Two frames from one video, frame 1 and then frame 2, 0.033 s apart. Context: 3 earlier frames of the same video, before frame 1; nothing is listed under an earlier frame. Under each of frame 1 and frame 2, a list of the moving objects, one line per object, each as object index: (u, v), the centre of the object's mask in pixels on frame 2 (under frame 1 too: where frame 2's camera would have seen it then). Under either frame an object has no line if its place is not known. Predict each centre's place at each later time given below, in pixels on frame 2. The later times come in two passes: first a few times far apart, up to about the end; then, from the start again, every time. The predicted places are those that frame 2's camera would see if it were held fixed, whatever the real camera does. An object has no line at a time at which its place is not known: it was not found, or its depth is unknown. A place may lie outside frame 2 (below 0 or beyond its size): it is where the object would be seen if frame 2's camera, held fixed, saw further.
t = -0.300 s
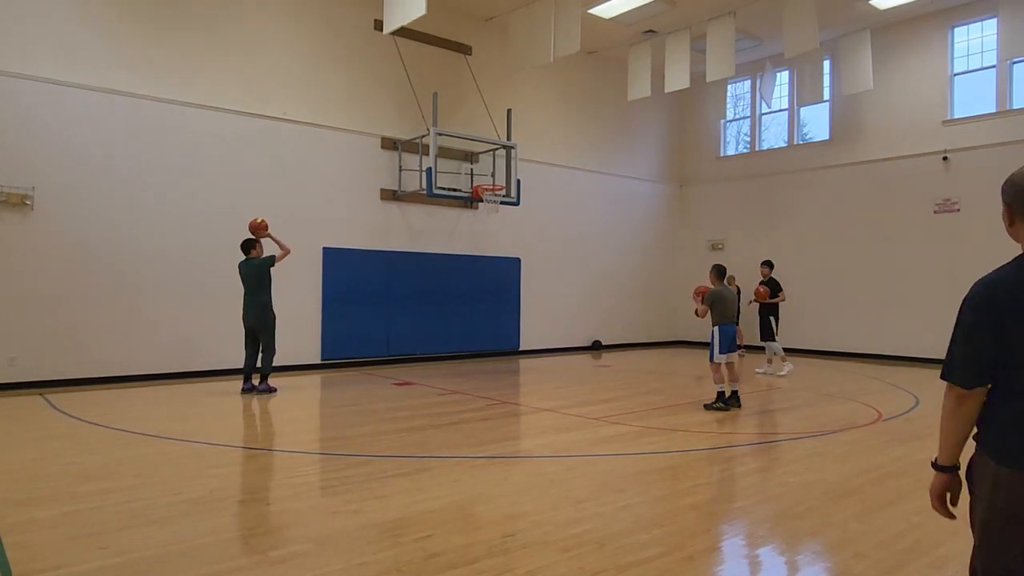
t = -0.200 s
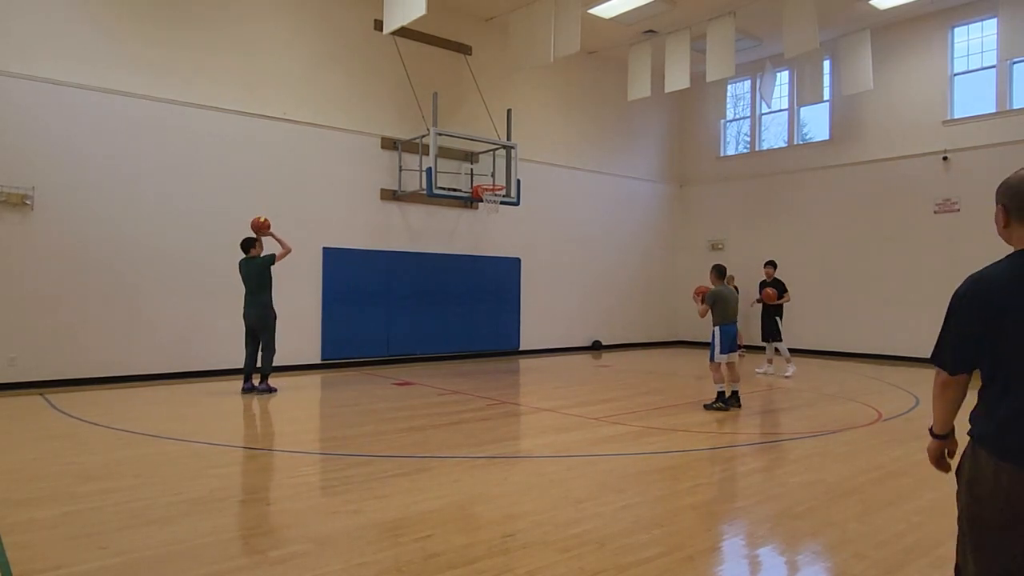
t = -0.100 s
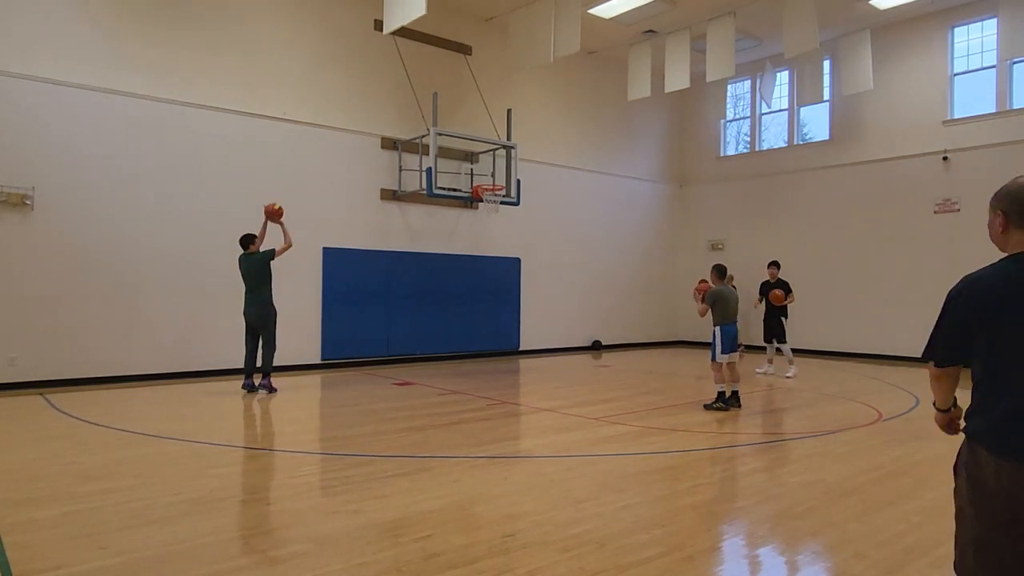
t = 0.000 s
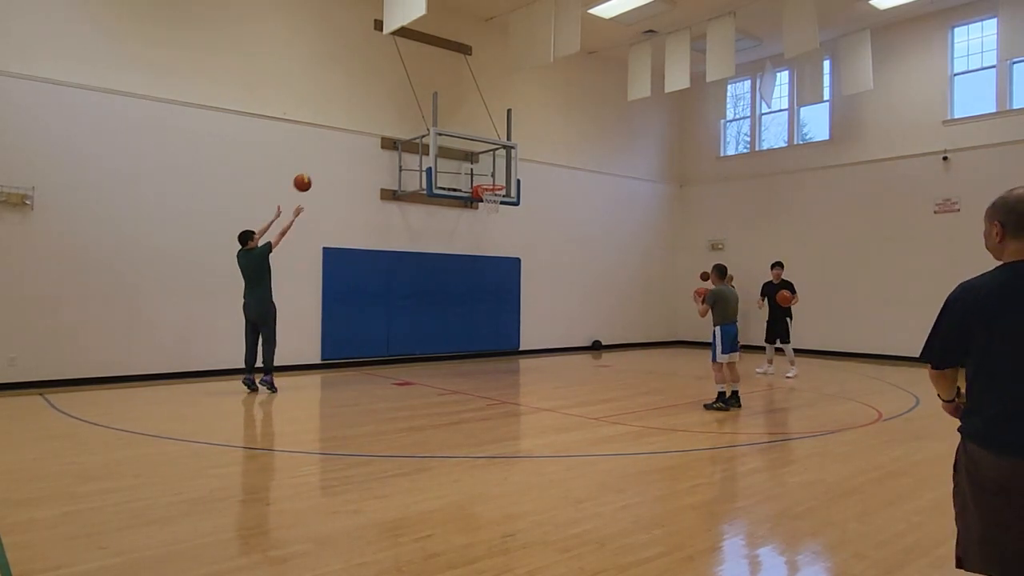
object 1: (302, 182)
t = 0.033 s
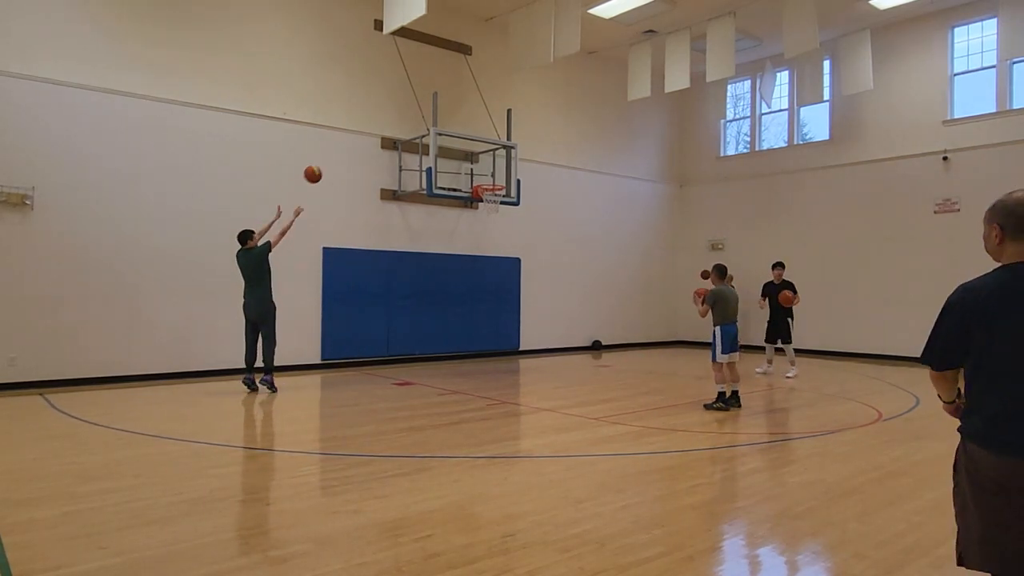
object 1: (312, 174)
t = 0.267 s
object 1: (379, 140)
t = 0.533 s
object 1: (442, 148)
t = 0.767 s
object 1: (485, 173)
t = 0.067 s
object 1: (323, 166)
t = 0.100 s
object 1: (333, 160)
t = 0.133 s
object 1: (342, 154)
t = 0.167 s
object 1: (352, 149)
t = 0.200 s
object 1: (361, 145)
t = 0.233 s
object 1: (370, 142)
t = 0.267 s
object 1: (379, 140)
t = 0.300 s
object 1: (387, 138)
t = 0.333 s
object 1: (396, 138)
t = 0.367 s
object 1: (404, 137)
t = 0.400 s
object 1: (412, 138)
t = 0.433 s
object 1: (420, 140)
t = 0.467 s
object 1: (427, 142)
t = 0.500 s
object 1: (435, 145)
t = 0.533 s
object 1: (442, 148)
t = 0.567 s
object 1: (449, 153)
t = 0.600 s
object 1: (455, 157)
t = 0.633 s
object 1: (463, 162)
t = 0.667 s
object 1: (469, 168)
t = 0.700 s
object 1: (476, 174)
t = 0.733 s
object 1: (481, 177)
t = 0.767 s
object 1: (485, 173)
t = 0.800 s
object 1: (487, 170)
